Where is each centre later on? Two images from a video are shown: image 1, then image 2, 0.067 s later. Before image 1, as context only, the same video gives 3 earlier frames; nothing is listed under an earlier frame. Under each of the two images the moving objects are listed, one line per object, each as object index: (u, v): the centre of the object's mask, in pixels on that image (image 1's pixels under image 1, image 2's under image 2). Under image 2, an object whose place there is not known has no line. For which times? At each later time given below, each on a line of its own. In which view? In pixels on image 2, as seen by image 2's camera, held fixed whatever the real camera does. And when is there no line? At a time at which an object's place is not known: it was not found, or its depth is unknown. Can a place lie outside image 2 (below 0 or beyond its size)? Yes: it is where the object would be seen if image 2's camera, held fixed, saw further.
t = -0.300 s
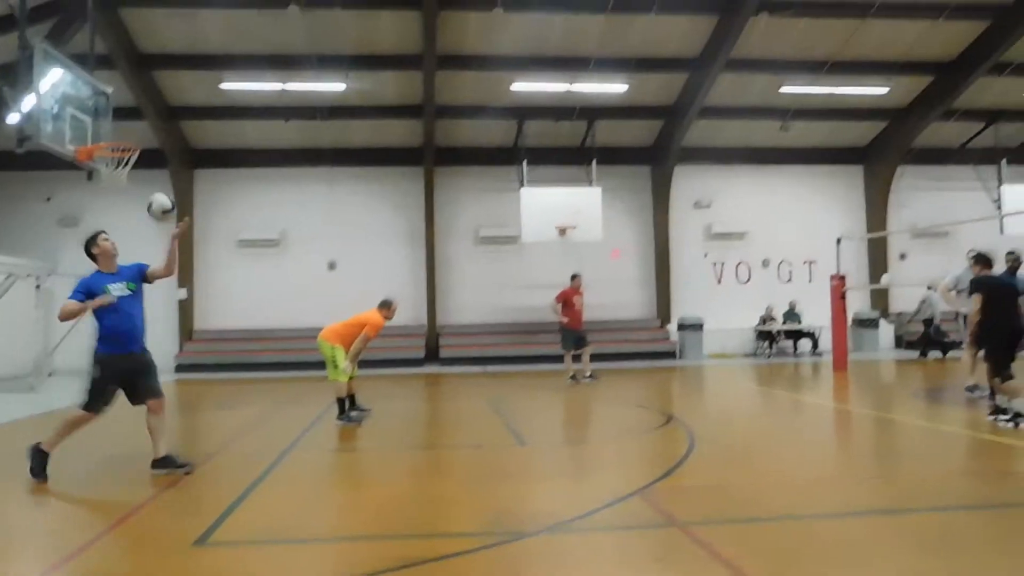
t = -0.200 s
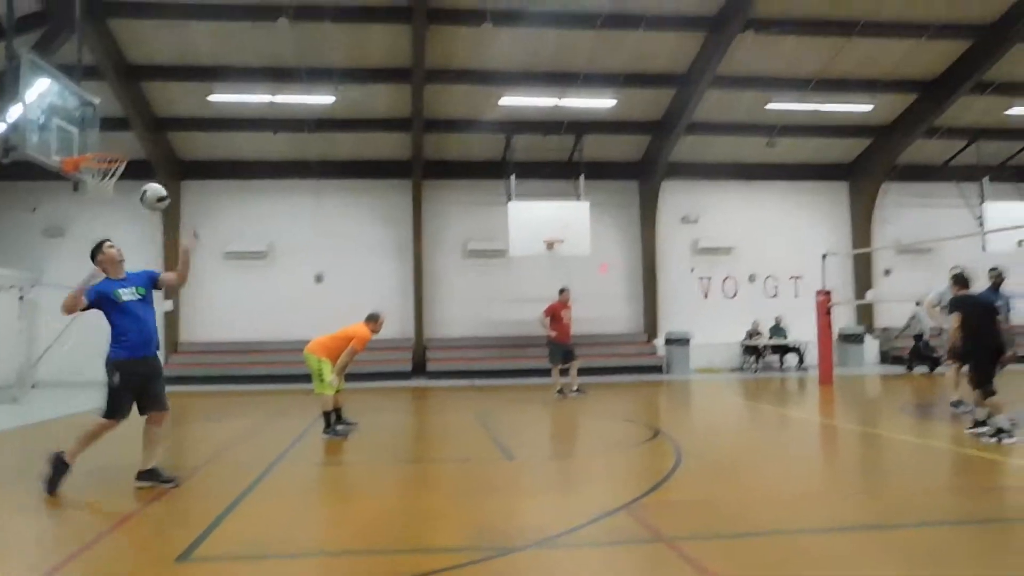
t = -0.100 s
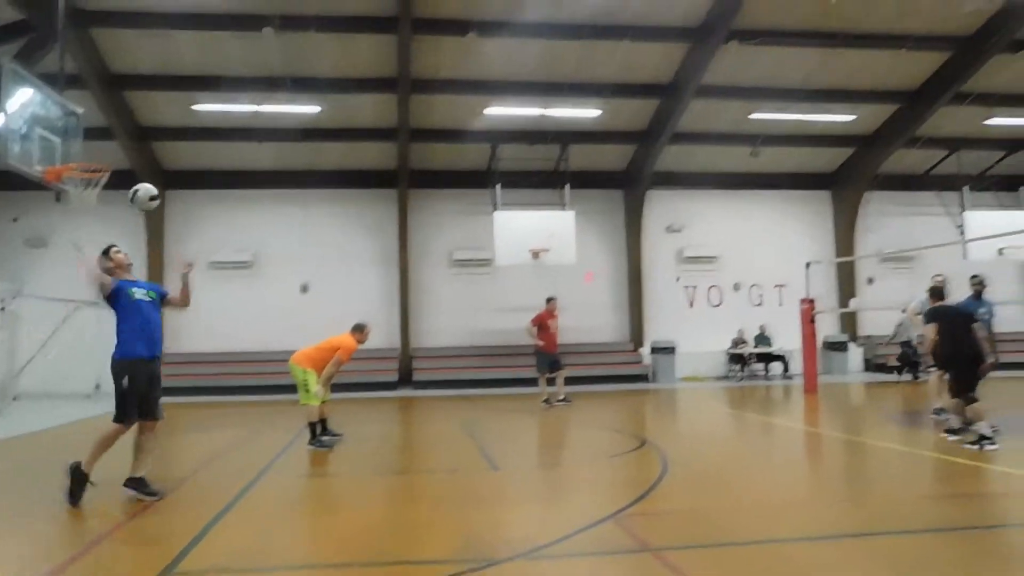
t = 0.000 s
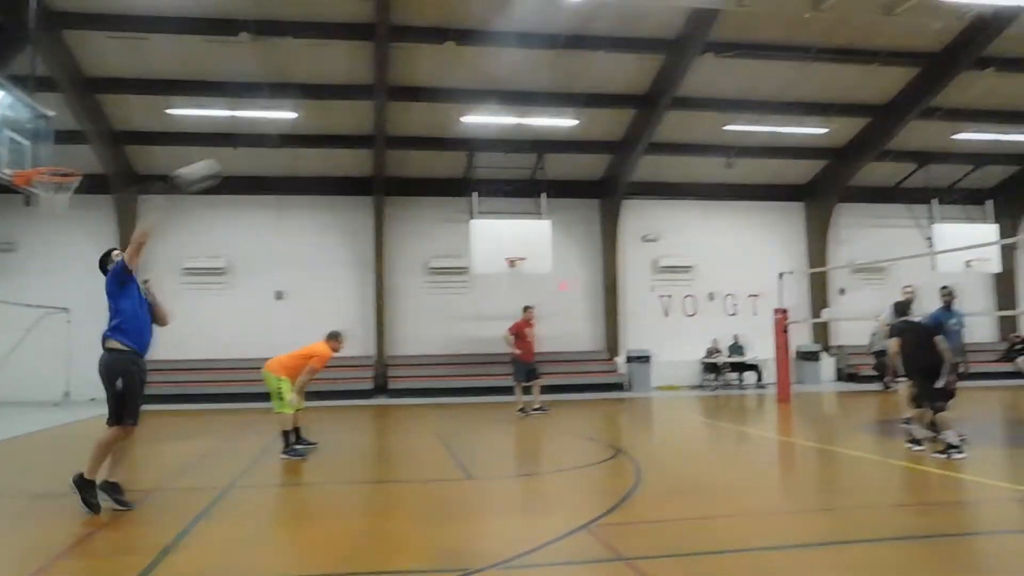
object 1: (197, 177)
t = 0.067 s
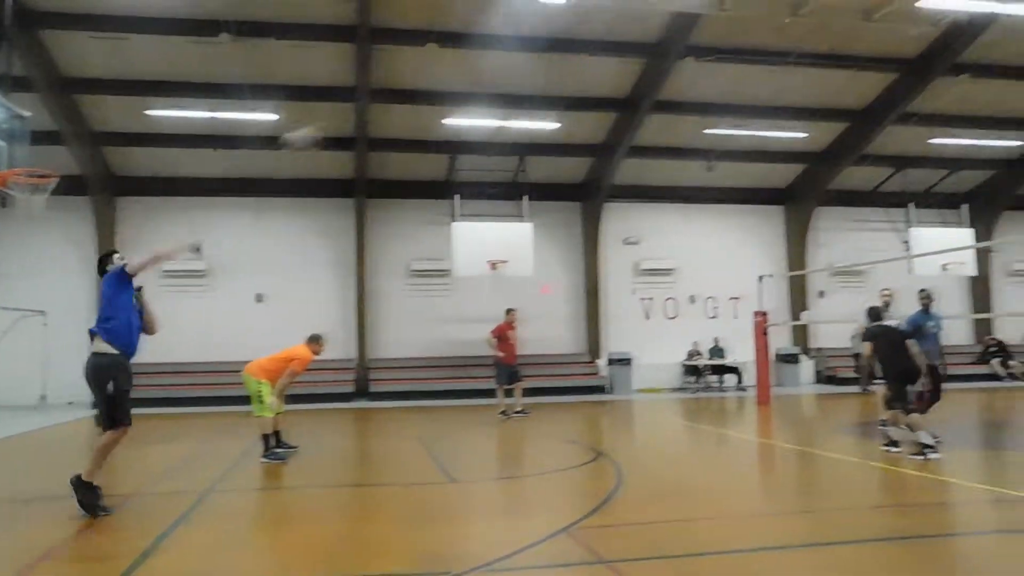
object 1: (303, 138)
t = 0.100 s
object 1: (360, 122)
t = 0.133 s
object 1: (416, 107)
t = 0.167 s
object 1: (471, 92)
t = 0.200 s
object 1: (521, 84)
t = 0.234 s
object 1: (568, 78)
